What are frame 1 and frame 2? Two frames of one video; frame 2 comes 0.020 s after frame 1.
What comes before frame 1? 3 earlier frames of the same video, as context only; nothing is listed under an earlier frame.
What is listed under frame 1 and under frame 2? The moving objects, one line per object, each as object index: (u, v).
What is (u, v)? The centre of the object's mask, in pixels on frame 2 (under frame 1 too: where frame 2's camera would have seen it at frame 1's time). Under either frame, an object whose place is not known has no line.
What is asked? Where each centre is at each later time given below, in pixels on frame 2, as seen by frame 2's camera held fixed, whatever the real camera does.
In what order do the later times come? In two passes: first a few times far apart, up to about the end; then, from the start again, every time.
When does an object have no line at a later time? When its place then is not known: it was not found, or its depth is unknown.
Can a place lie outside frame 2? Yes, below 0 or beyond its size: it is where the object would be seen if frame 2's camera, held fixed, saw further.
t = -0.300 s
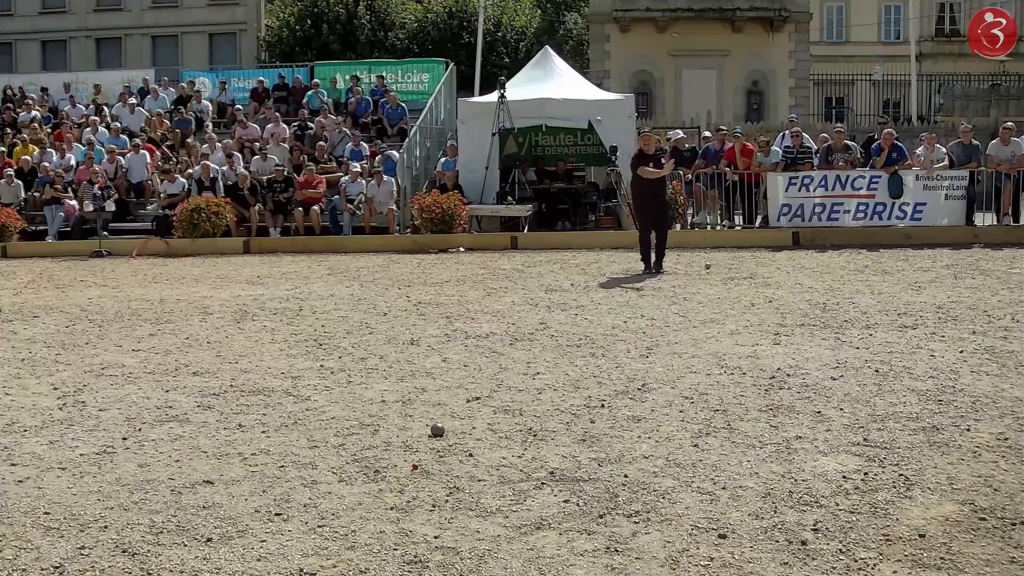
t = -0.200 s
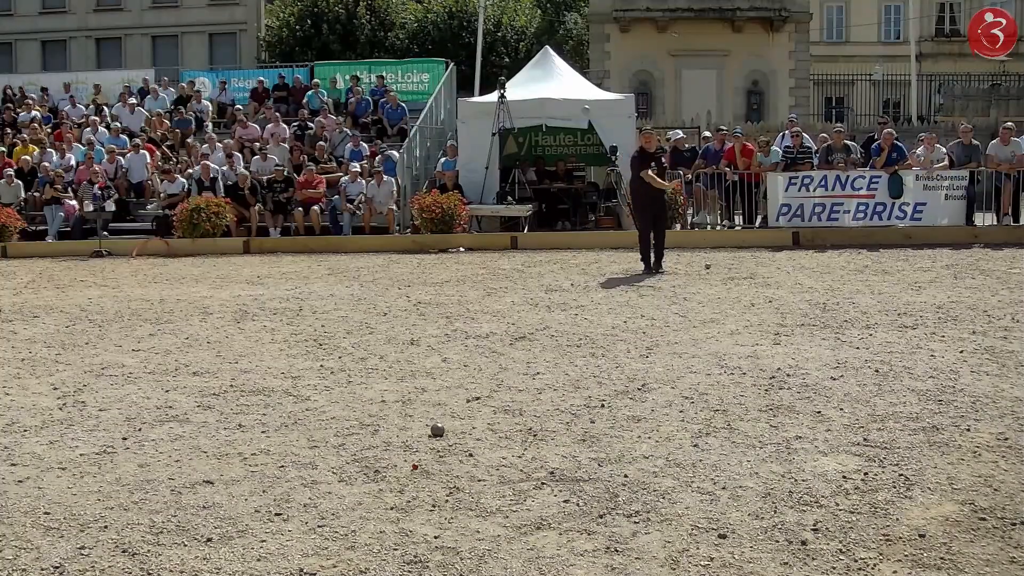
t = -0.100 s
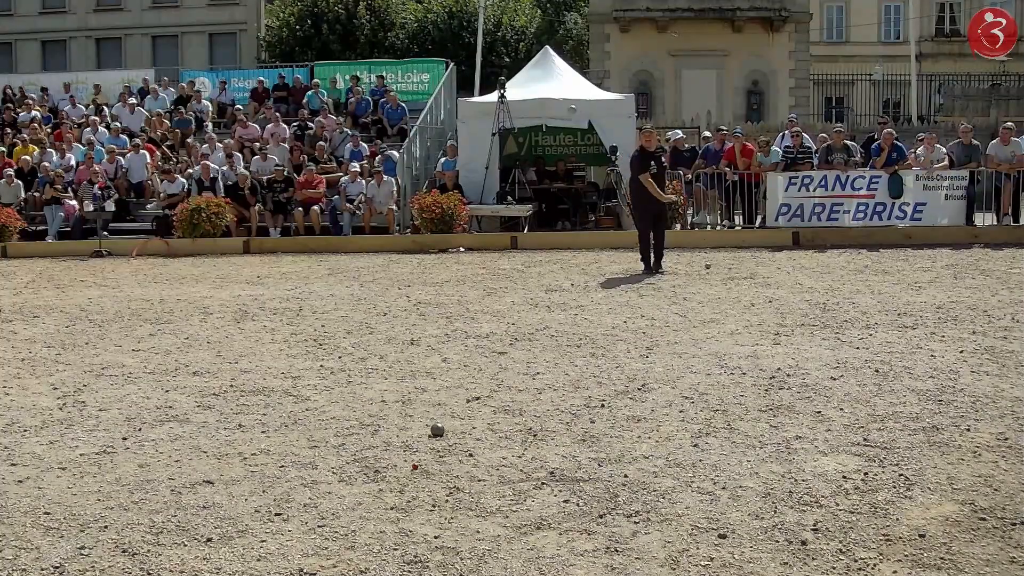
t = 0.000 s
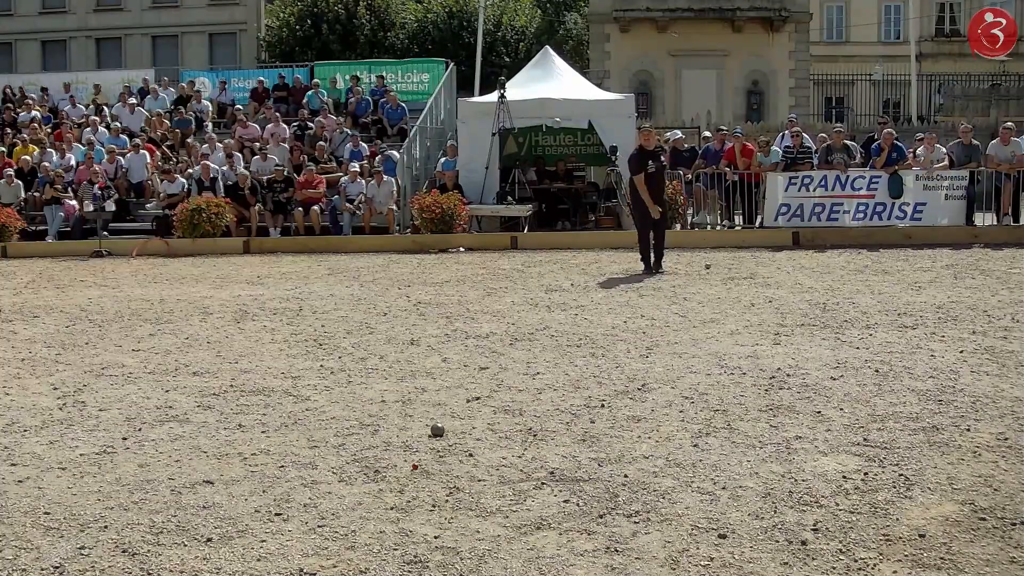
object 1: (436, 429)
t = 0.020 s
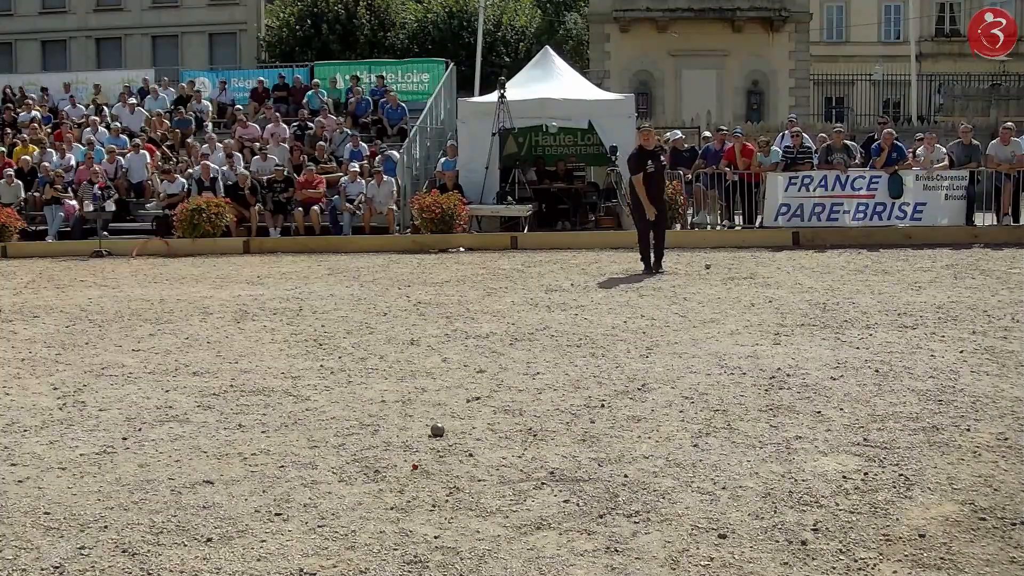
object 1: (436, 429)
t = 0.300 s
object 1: (436, 429)
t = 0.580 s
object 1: (393, 439)
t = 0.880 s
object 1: (325, 456)
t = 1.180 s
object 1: (270, 466)
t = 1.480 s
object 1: (229, 477)
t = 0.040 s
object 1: (436, 429)
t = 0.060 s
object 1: (436, 429)
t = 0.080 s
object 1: (436, 429)
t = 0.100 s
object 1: (436, 429)
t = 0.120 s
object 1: (436, 429)
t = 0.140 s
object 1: (436, 429)
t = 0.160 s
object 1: (436, 429)
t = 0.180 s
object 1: (436, 429)
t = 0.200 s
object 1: (436, 429)
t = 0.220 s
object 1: (436, 429)
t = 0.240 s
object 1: (436, 429)
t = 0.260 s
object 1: (436, 429)
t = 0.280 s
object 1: (436, 429)
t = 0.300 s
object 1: (436, 429)
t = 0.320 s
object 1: (436, 429)
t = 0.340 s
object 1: (436, 429)
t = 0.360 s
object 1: (436, 429)
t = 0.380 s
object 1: (436, 429)
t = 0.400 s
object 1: (436, 429)
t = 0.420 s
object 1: (436, 429)
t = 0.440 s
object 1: (436, 429)
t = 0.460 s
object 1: (432, 430)
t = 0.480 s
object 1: (426, 433)
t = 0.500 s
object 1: (419, 433)
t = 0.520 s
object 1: (412, 432)
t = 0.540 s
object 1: (406, 434)
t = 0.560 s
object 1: (400, 436)
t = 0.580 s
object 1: (393, 439)
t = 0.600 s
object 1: (387, 442)
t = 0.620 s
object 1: (382, 442)
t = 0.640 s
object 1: (376, 443)
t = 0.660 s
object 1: (370, 446)
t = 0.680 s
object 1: (365, 447)
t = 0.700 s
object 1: (361, 447)
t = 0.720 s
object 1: (357, 448)
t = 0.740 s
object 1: (353, 450)
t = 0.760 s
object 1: (349, 450)
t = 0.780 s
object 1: (345, 451)
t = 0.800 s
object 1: (341, 452)
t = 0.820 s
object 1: (337, 453)
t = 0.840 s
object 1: (333, 453)
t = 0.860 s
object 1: (329, 454)
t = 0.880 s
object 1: (325, 456)
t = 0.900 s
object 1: (322, 456)
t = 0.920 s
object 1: (318, 456)
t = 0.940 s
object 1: (314, 457)
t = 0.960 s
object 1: (311, 457)
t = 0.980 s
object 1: (307, 458)
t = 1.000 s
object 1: (303, 460)
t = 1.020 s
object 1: (299, 460)
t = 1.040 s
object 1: (295, 461)
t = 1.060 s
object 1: (291, 462)
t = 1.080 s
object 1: (288, 462)
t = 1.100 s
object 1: (284, 463)
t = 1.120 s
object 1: (280, 464)
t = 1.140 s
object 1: (277, 465)
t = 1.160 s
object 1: (273, 465)
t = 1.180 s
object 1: (270, 466)
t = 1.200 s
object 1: (266, 467)
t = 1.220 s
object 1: (263, 467)
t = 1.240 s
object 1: (260, 469)
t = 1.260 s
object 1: (257, 470)
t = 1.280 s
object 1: (254, 470)
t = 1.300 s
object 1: (250, 471)
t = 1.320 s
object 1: (248, 471)
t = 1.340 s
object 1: (245, 471)
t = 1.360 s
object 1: (242, 473)
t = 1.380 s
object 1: (240, 473)
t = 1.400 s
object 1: (238, 474)
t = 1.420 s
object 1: (235, 475)
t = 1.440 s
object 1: (233, 475)
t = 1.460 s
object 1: (231, 476)
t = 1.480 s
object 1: (229, 477)
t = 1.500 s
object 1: (227, 477)
